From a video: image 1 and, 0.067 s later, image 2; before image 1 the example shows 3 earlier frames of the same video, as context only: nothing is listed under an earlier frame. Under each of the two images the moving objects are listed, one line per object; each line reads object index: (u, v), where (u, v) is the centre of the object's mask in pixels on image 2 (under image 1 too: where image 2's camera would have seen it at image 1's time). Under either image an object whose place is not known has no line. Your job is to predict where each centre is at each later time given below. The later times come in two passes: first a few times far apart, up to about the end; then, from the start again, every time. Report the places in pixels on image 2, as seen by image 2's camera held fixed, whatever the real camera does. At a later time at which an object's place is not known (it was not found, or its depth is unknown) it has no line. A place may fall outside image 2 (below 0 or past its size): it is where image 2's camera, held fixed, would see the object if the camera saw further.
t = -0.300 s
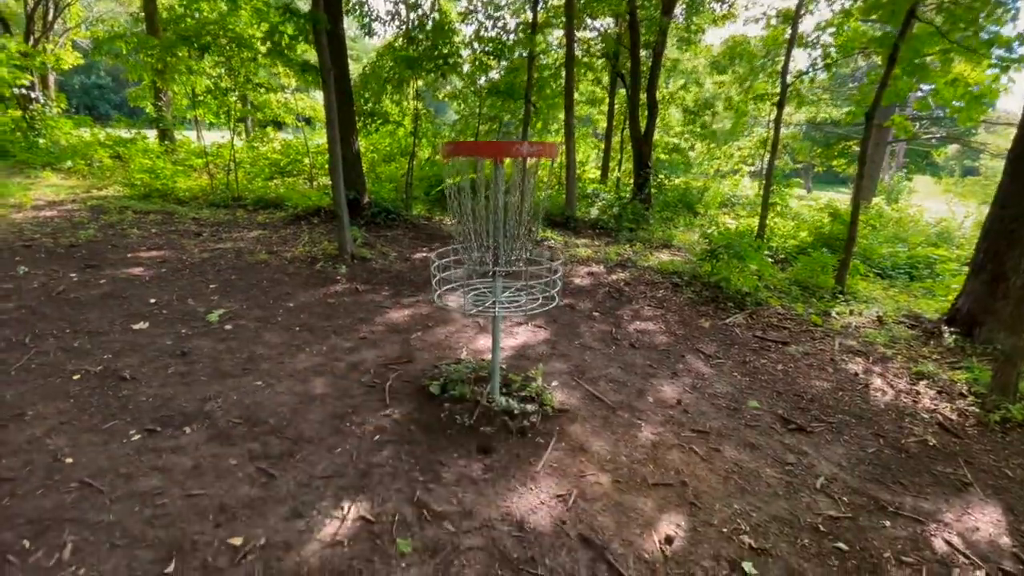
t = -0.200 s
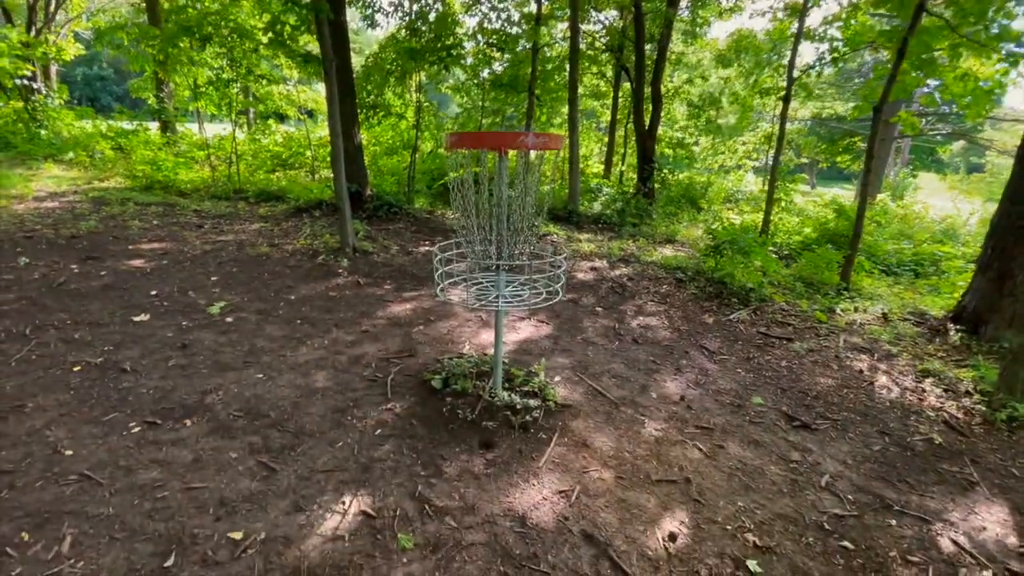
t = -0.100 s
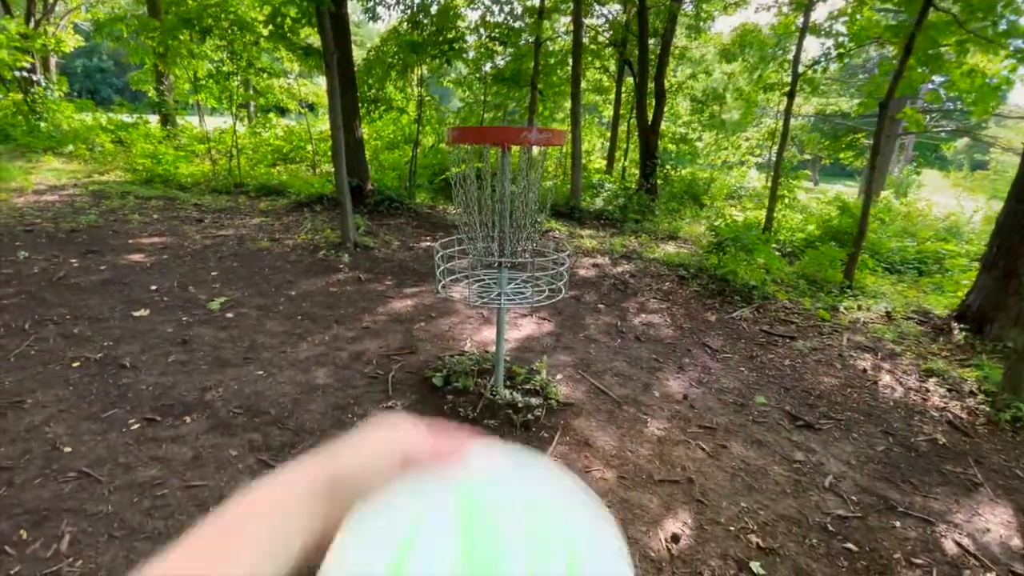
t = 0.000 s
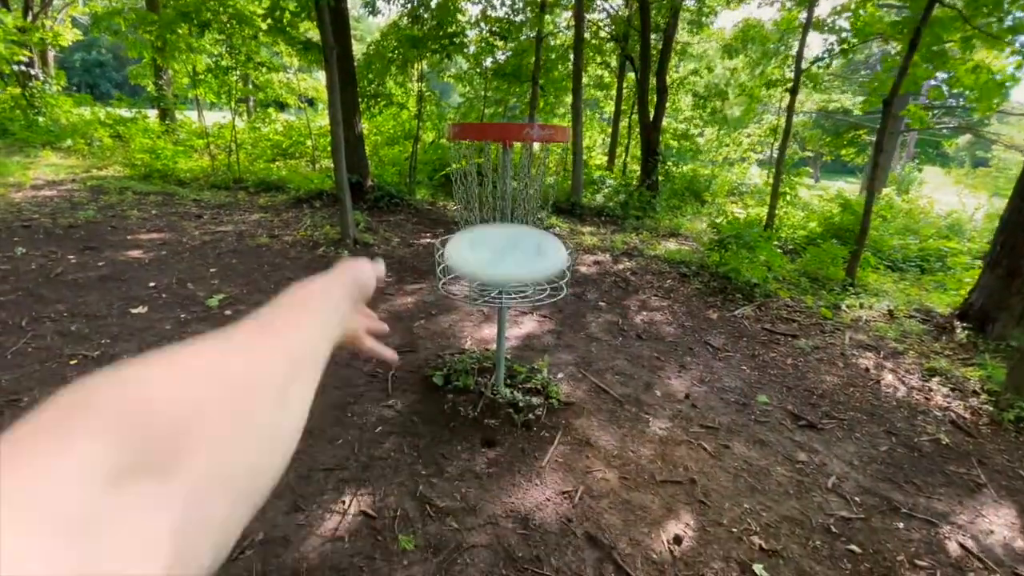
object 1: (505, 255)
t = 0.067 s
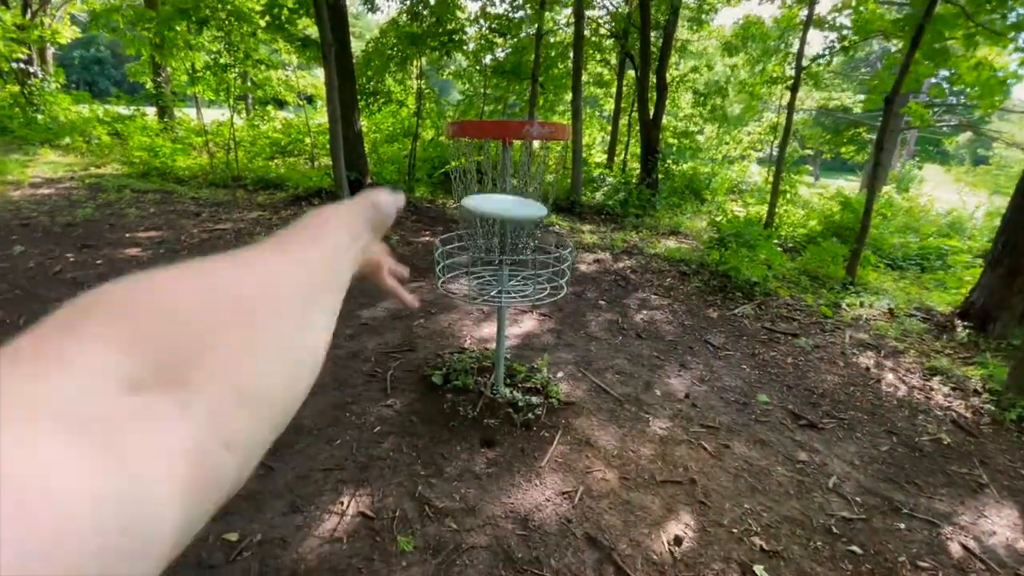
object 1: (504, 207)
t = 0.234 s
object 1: (502, 191)
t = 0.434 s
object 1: (506, 200)
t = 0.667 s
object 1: (491, 277)
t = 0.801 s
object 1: (500, 280)
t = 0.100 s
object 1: (505, 198)
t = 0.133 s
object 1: (503, 193)
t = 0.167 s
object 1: (502, 191)
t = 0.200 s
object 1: (502, 191)
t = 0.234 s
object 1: (502, 191)
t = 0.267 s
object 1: (504, 191)
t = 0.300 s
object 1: (504, 191)
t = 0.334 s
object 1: (505, 191)
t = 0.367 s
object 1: (505, 192)
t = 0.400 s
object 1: (506, 195)
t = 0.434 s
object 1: (506, 200)
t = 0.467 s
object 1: (504, 208)
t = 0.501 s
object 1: (503, 218)
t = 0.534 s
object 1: (502, 230)
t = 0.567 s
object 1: (500, 242)
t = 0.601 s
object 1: (496, 255)
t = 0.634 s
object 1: (493, 268)
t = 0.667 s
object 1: (491, 277)
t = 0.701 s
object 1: (494, 274)
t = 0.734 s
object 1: (497, 274)
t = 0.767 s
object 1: (498, 277)
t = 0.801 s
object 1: (500, 280)
